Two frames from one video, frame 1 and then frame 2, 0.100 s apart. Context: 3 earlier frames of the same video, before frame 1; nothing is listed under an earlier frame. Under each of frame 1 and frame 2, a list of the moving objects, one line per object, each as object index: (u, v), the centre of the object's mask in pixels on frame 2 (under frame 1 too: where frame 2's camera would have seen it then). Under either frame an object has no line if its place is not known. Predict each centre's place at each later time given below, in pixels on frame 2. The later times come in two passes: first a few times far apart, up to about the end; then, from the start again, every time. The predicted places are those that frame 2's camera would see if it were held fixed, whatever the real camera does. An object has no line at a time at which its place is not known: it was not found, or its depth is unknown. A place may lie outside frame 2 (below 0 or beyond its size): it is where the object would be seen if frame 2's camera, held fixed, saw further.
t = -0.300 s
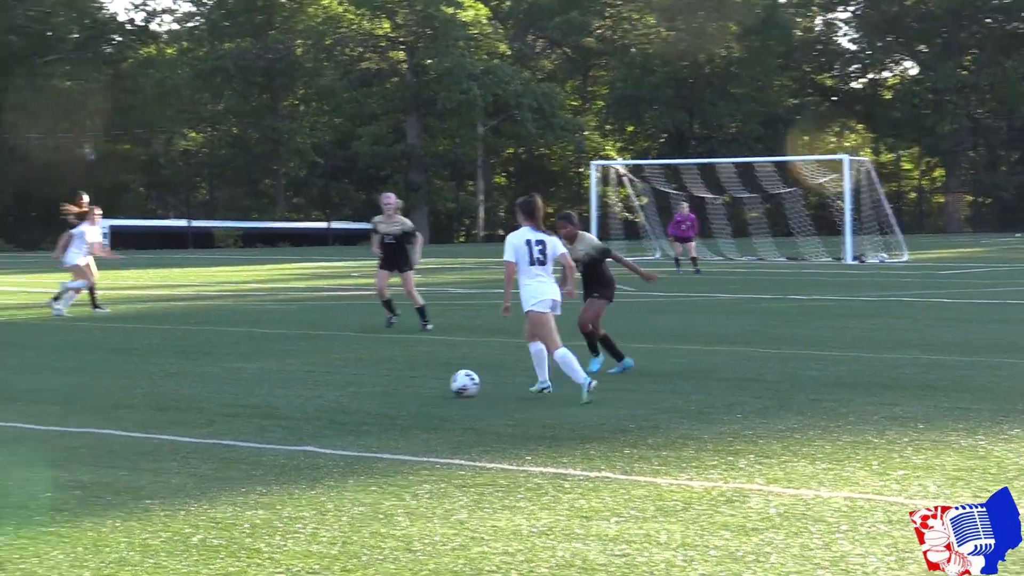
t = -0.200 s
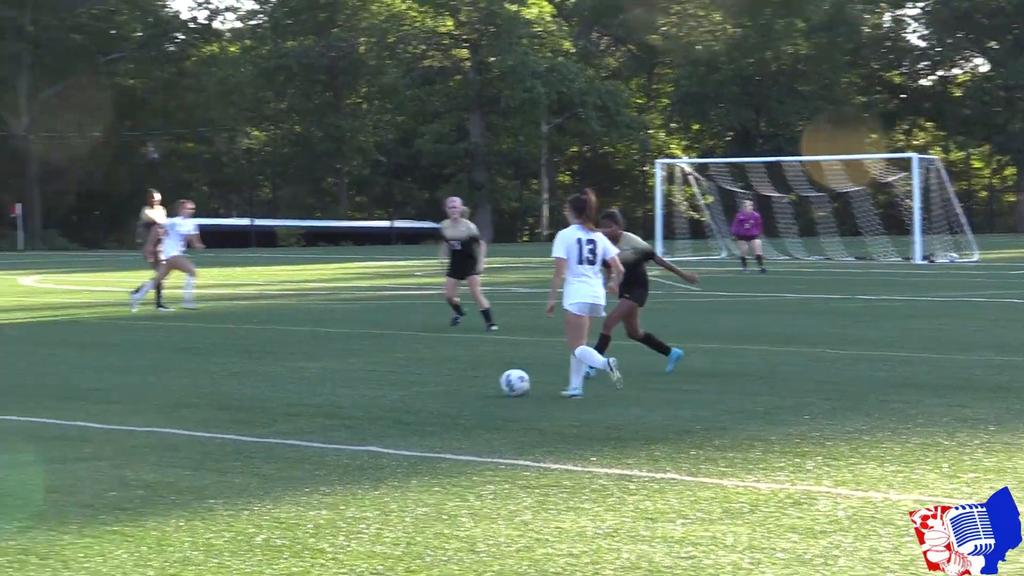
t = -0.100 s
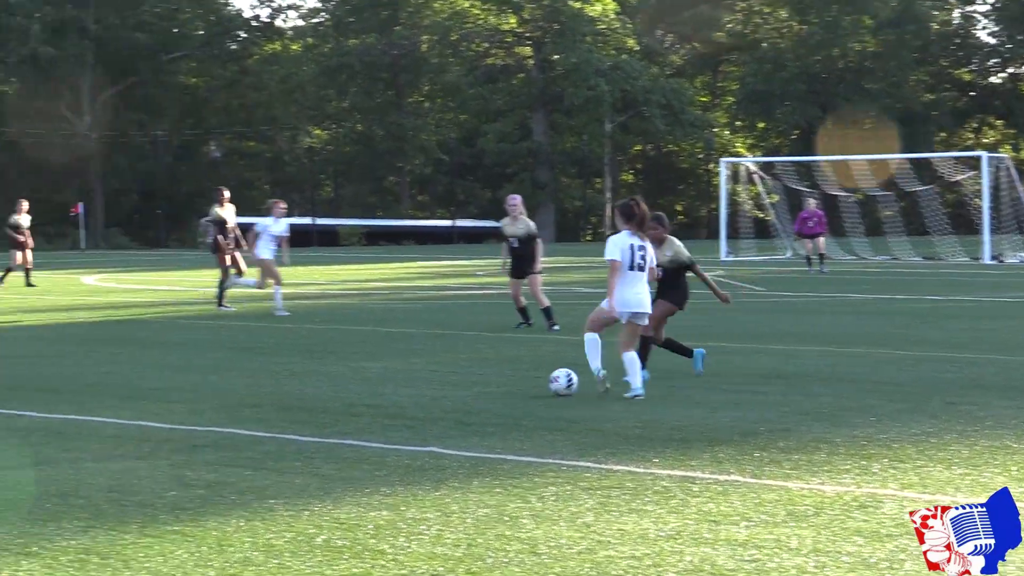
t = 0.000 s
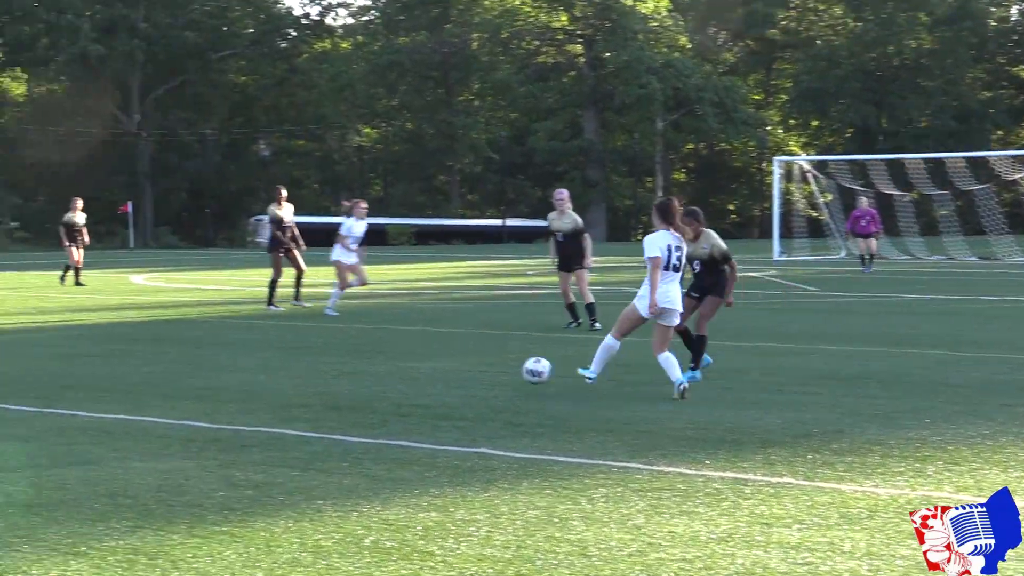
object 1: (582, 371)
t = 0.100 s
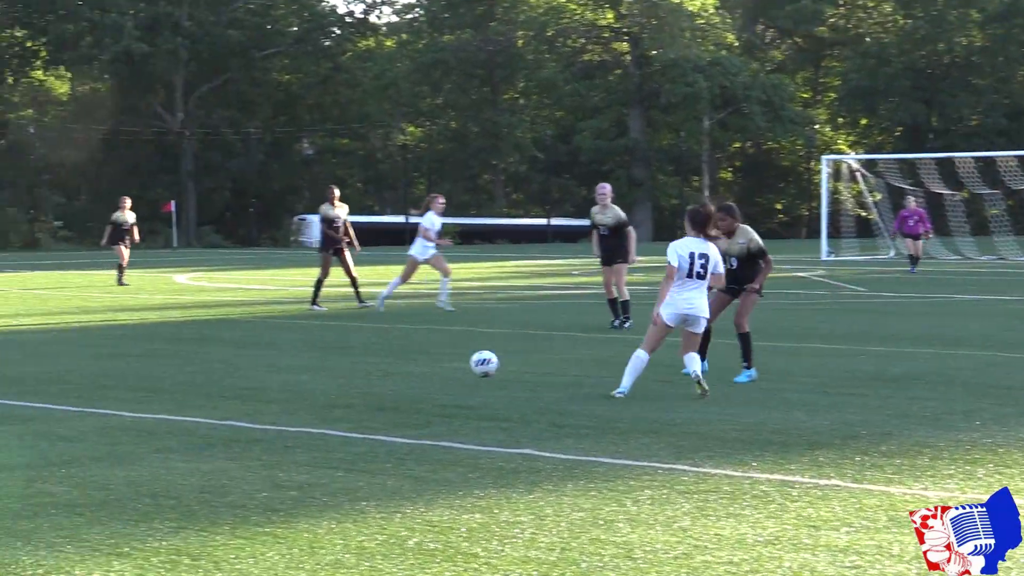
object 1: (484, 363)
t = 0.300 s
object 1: (317, 360)
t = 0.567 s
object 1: (147, 354)
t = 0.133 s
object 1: (454, 363)
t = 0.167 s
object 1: (423, 364)
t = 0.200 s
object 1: (393, 368)
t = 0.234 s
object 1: (366, 366)
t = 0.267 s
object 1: (341, 362)
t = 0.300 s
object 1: (317, 360)
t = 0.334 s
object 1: (293, 358)
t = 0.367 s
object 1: (269, 358)
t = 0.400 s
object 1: (246, 359)
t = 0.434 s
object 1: (224, 358)
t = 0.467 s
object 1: (204, 355)
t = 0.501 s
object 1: (185, 353)
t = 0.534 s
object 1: (166, 353)
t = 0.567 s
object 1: (147, 354)
